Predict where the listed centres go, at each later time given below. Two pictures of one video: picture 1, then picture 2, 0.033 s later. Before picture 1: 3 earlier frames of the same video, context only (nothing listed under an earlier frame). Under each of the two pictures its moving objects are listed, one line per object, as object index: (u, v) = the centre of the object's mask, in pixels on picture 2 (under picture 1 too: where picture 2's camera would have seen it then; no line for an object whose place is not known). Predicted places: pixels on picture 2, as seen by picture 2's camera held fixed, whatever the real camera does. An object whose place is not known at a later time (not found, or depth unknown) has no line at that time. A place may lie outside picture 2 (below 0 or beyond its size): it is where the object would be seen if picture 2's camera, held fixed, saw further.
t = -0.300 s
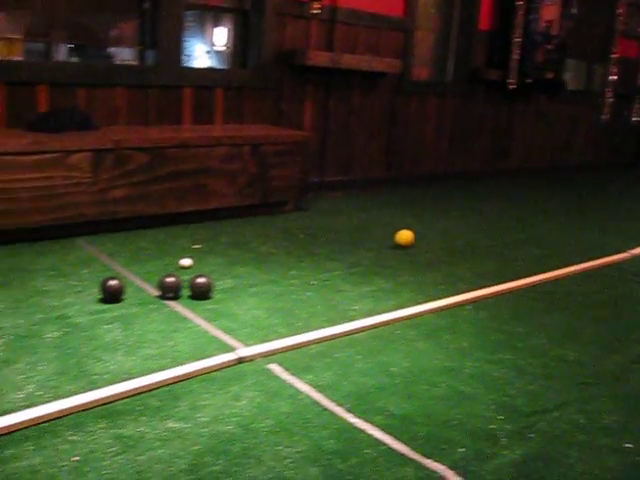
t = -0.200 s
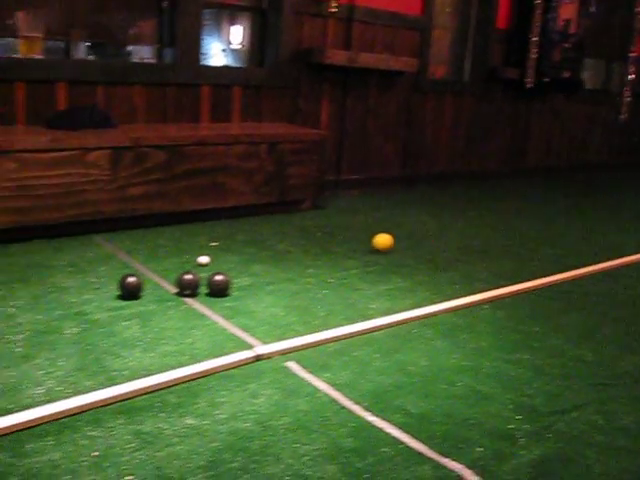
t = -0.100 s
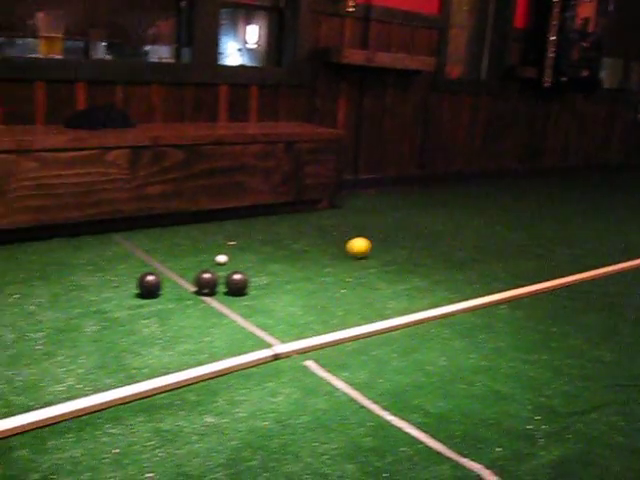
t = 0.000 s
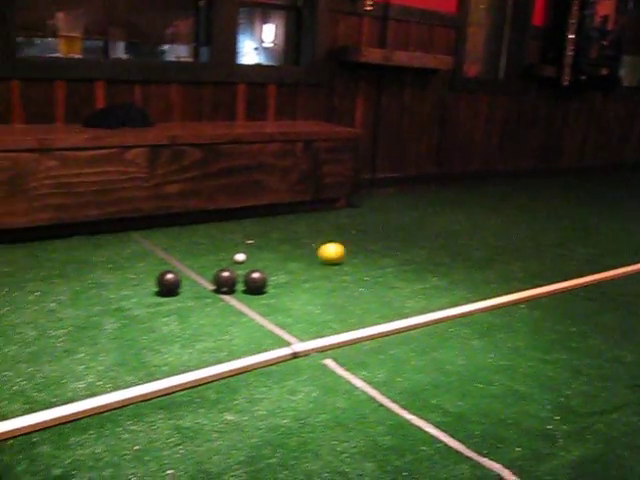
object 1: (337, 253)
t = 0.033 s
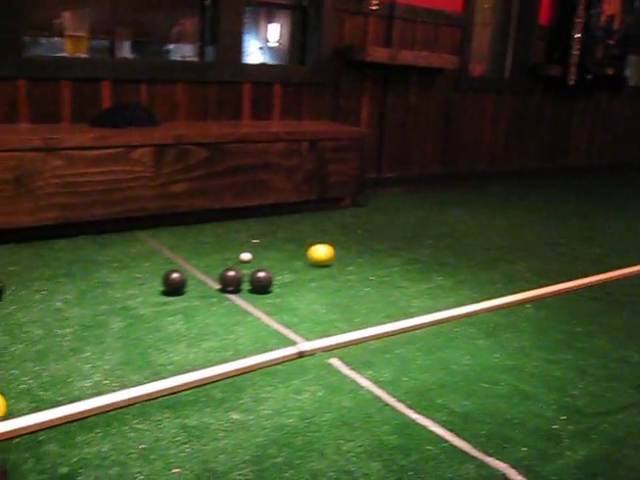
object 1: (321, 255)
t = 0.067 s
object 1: (304, 257)
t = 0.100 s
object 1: (288, 259)
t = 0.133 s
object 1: (271, 261)
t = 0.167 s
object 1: (253, 263)
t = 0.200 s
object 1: (235, 263)
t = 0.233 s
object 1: (215, 269)
